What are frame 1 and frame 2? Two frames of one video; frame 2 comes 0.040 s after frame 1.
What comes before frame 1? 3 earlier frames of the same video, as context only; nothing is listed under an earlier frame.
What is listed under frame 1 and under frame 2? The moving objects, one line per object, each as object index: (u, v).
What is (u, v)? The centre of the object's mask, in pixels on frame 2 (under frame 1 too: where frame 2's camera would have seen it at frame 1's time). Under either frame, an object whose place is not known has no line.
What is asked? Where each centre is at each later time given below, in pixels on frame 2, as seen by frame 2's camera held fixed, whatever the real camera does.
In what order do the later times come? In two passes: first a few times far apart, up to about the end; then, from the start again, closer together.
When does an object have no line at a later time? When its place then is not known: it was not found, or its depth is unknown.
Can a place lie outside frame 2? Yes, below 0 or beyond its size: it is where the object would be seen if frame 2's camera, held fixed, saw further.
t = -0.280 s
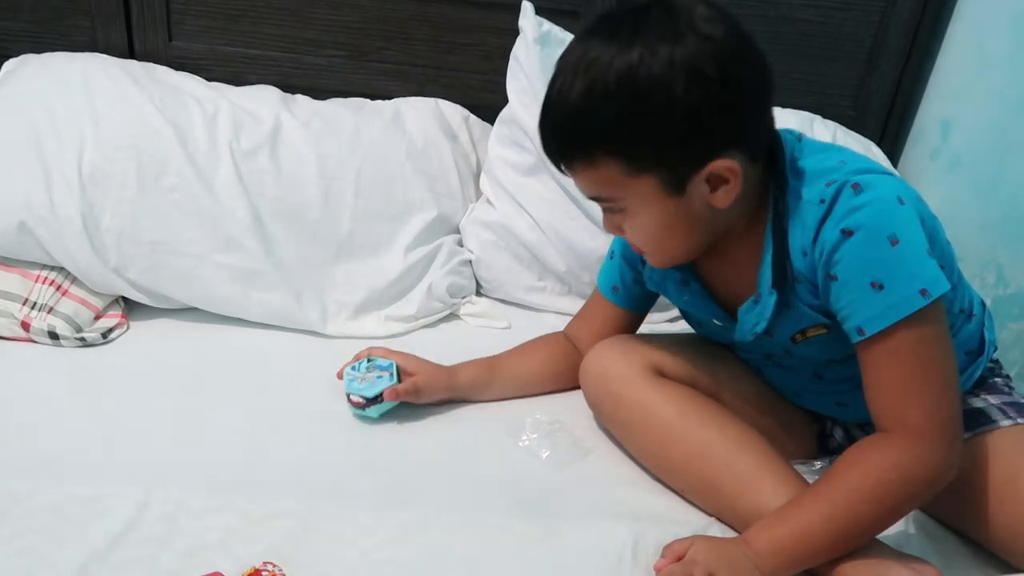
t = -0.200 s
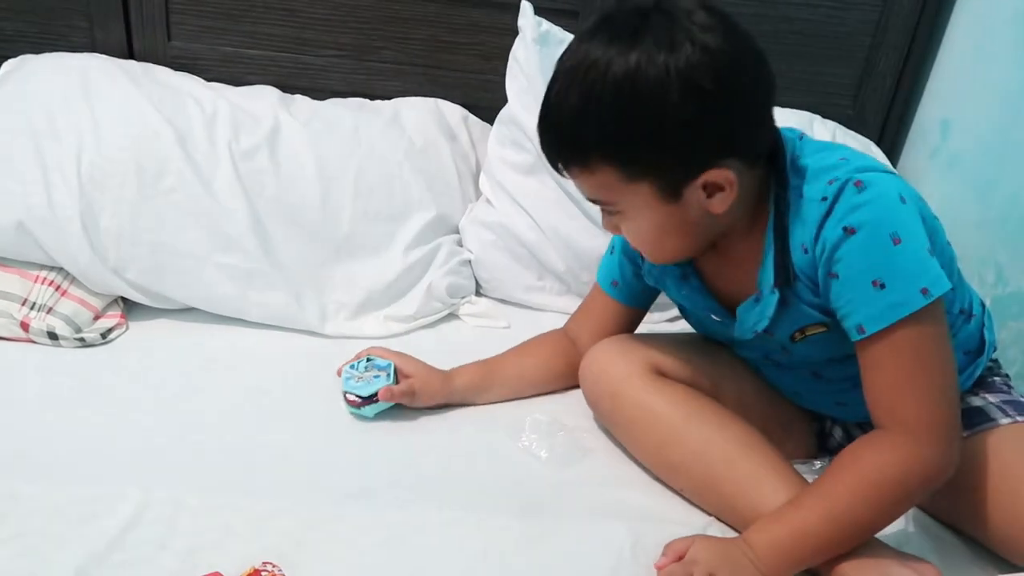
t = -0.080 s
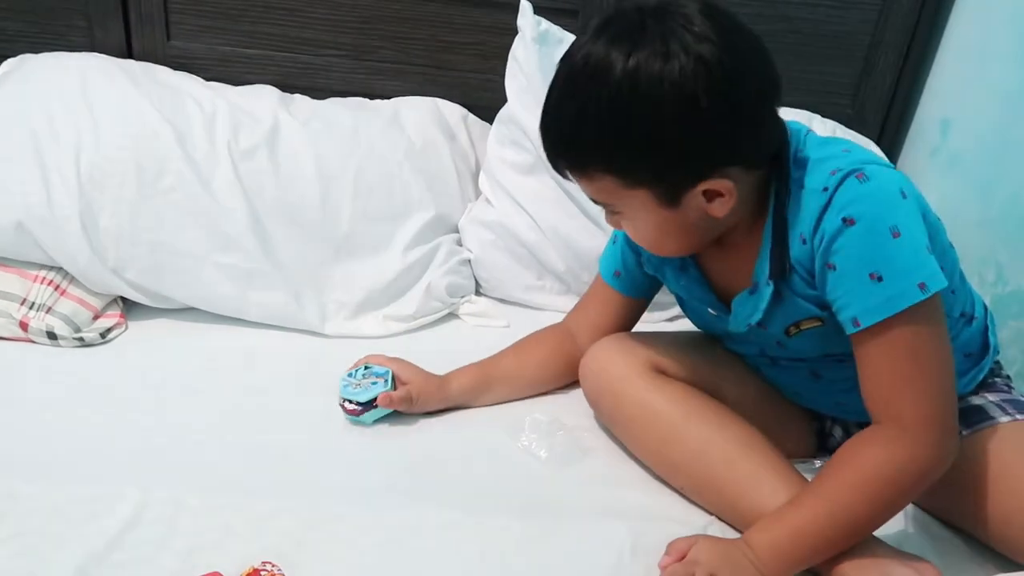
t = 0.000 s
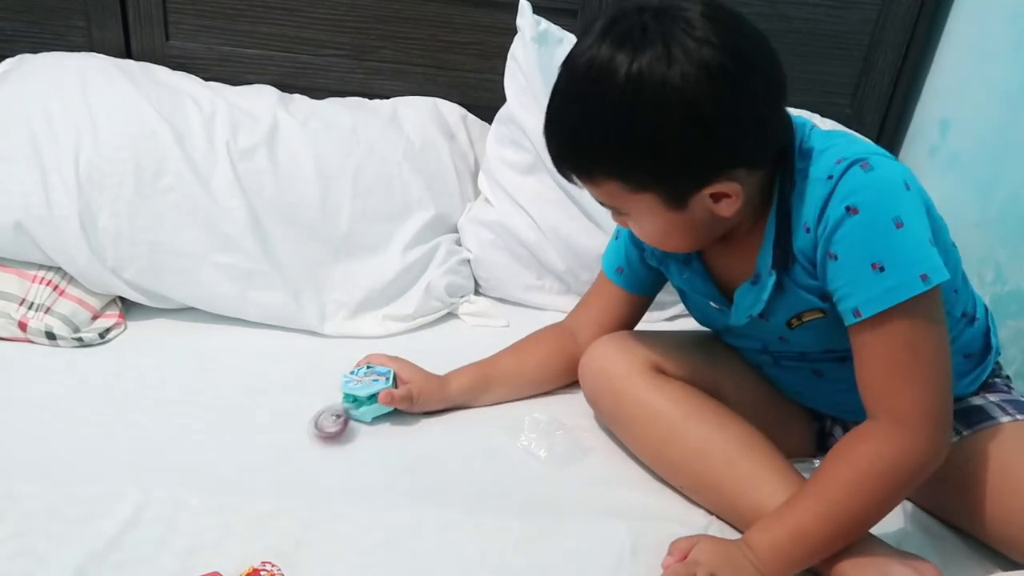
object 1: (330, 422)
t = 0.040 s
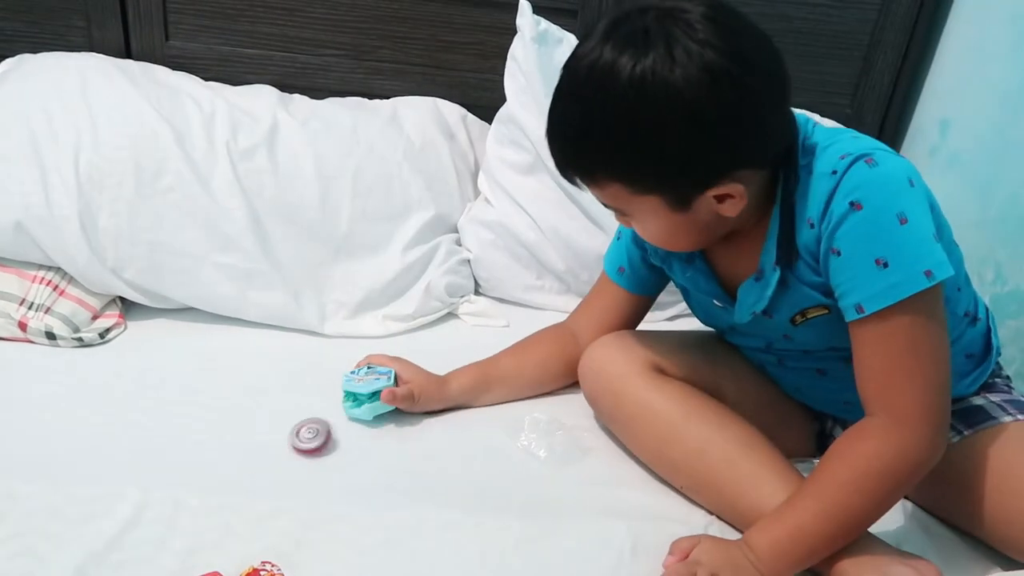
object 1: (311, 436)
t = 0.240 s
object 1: (258, 455)
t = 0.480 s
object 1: (244, 450)
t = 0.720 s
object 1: (241, 448)
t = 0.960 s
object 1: (240, 446)
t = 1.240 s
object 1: (240, 445)
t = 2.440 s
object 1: (238, 438)
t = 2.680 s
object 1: (237, 438)
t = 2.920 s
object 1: (238, 439)
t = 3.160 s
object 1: (239, 438)
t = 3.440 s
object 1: (238, 438)
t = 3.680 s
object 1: (236, 439)
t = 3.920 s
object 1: (238, 439)
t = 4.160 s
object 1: (238, 439)
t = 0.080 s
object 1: (297, 444)
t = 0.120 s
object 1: (284, 451)
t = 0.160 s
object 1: (274, 454)
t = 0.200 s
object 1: (265, 455)
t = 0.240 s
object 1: (258, 455)
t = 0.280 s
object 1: (254, 453)
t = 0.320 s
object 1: (250, 452)
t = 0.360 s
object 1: (248, 451)
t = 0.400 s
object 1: (247, 451)
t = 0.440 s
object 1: (246, 451)
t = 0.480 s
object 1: (244, 450)
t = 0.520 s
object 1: (243, 450)
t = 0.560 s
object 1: (242, 450)
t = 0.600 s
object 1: (242, 449)
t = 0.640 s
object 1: (242, 449)
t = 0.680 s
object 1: (241, 449)
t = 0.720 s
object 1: (241, 448)
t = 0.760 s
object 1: (241, 448)
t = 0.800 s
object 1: (241, 447)
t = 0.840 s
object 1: (241, 447)
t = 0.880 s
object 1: (241, 447)
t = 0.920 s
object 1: (241, 447)
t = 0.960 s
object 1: (240, 446)
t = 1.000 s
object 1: (240, 447)
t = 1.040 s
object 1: (240, 447)
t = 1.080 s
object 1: (239, 447)
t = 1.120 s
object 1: (239, 446)
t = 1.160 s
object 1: (239, 446)
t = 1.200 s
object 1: (241, 445)
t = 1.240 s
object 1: (240, 445)
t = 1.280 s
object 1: (241, 444)
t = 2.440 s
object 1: (238, 438)
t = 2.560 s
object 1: (237, 438)
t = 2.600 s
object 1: (237, 438)
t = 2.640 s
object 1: (237, 439)
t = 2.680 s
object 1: (237, 438)
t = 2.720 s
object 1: (237, 438)
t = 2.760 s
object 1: (238, 439)
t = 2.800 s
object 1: (238, 439)
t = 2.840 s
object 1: (238, 439)
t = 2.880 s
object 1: (238, 439)
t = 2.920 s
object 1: (238, 439)
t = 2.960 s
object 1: (238, 439)
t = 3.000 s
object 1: (239, 439)
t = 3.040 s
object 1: (239, 439)
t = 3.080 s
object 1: (239, 439)
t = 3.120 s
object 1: (239, 438)
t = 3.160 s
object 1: (239, 438)
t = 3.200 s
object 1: (239, 438)
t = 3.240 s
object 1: (239, 438)
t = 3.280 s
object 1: (239, 438)
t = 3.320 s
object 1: (239, 438)
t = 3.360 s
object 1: (239, 438)
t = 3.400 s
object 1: (238, 438)
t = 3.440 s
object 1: (238, 438)
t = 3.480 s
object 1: (237, 438)
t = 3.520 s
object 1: (237, 438)
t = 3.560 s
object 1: (237, 438)
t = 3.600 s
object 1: (236, 439)
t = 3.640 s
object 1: (236, 438)
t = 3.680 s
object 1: (236, 439)
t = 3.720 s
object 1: (237, 439)
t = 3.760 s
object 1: (236, 439)
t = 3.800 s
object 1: (237, 439)
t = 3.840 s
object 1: (238, 439)
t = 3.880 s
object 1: (237, 439)
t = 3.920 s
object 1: (238, 439)
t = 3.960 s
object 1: (237, 439)
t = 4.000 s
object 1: (238, 439)
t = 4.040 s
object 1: (238, 439)
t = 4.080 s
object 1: (238, 438)
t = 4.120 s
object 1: (239, 438)
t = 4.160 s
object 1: (238, 439)
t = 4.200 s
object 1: (238, 439)
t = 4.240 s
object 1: (237, 438)
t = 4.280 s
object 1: (236, 438)
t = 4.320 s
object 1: (235, 439)
